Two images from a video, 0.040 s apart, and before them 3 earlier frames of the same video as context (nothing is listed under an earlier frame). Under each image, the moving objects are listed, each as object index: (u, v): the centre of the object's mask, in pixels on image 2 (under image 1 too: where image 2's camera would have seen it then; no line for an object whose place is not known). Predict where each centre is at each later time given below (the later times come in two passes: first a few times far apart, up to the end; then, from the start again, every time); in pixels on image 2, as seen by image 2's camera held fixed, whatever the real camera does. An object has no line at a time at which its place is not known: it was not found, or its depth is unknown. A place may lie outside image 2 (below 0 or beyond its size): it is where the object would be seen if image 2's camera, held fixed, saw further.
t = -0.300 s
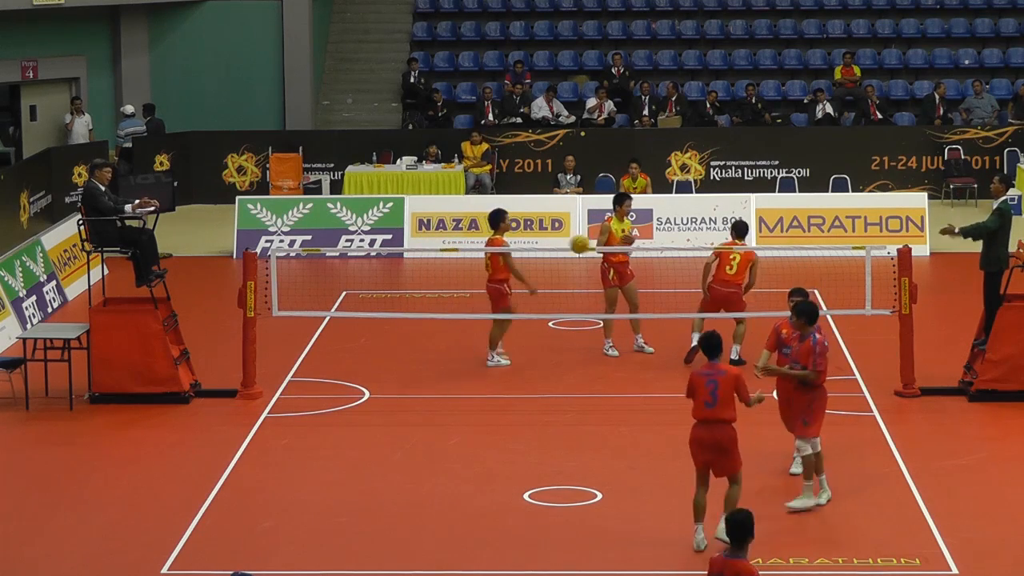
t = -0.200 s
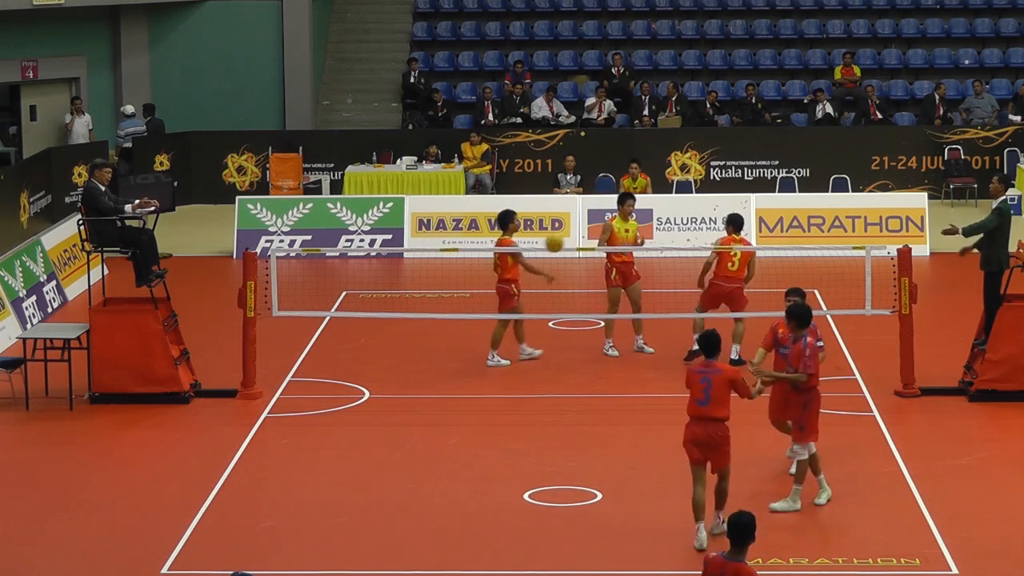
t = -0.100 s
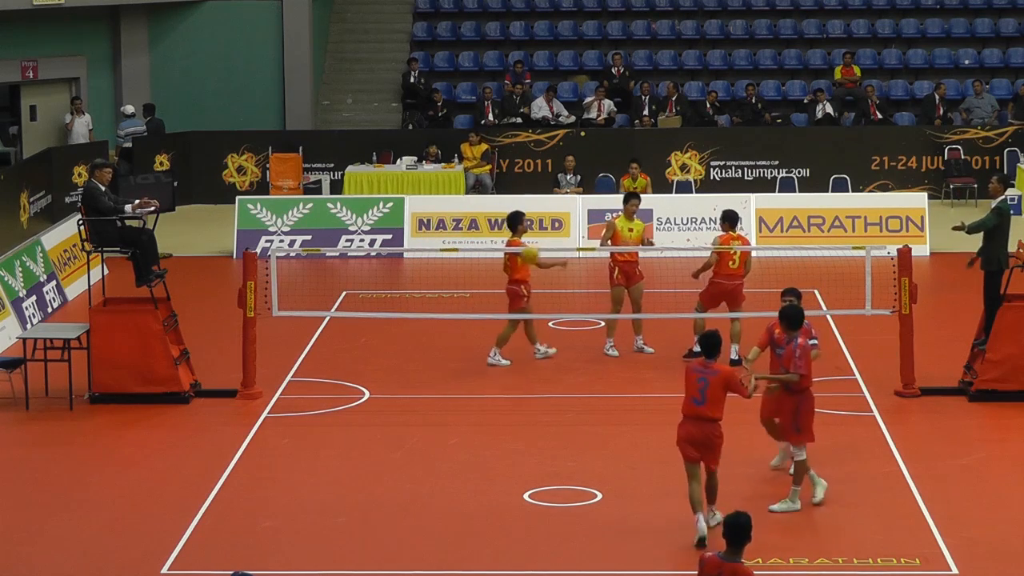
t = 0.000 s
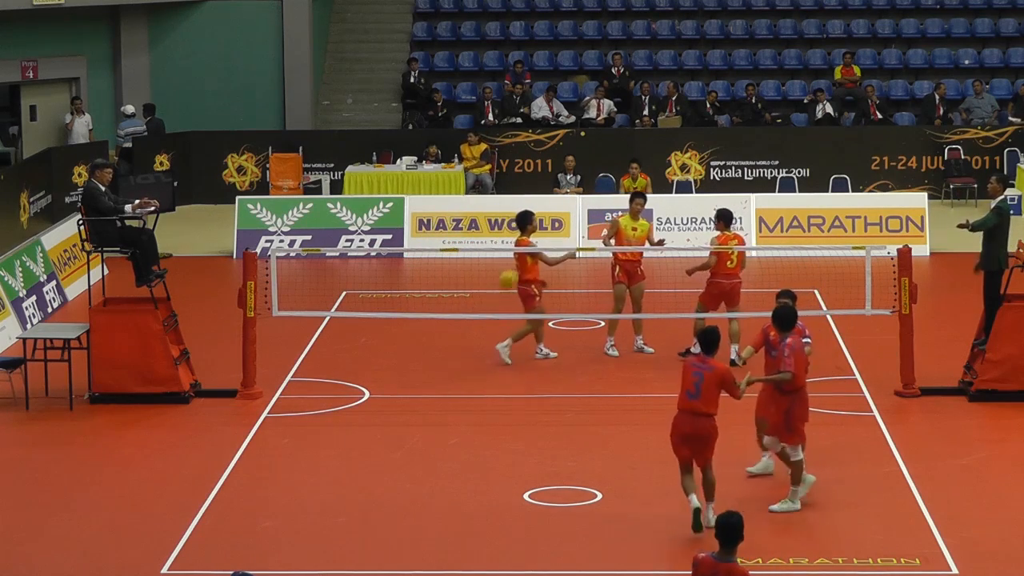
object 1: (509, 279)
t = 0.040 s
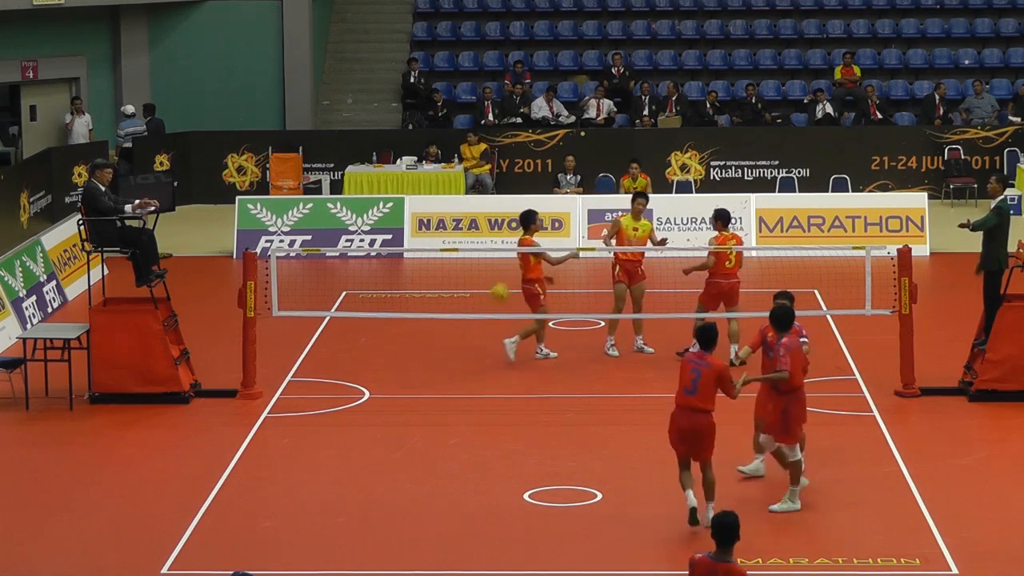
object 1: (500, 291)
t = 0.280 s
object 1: (452, 408)
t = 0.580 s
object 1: (406, 491)
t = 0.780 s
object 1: (382, 421)
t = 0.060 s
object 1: (495, 299)
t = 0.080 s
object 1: (491, 308)
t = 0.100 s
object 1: (487, 314)
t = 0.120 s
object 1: (483, 325)
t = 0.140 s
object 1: (479, 333)
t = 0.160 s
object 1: (475, 342)
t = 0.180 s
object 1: (470, 352)
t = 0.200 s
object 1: (467, 363)
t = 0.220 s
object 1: (464, 373)
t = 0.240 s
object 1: (459, 385)
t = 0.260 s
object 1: (455, 396)
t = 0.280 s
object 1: (452, 408)
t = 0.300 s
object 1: (449, 421)
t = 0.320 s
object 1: (445, 433)
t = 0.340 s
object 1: (442, 446)
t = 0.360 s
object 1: (438, 460)
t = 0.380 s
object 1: (435, 473)
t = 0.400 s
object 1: (431, 487)
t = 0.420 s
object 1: (428, 502)
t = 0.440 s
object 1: (425, 516)
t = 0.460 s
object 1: (423, 531)
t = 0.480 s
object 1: (418, 547)
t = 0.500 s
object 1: (416, 534)
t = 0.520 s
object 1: (414, 523)
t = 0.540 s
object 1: (411, 513)
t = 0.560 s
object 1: (408, 502)
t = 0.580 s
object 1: (406, 491)
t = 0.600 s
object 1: (404, 483)
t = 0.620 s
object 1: (401, 474)
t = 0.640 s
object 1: (399, 466)
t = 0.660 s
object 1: (397, 458)
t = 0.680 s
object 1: (394, 451)
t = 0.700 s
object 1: (391, 444)
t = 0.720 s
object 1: (389, 437)
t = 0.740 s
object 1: (387, 432)
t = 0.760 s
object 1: (384, 426)
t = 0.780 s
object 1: (382, 421)
